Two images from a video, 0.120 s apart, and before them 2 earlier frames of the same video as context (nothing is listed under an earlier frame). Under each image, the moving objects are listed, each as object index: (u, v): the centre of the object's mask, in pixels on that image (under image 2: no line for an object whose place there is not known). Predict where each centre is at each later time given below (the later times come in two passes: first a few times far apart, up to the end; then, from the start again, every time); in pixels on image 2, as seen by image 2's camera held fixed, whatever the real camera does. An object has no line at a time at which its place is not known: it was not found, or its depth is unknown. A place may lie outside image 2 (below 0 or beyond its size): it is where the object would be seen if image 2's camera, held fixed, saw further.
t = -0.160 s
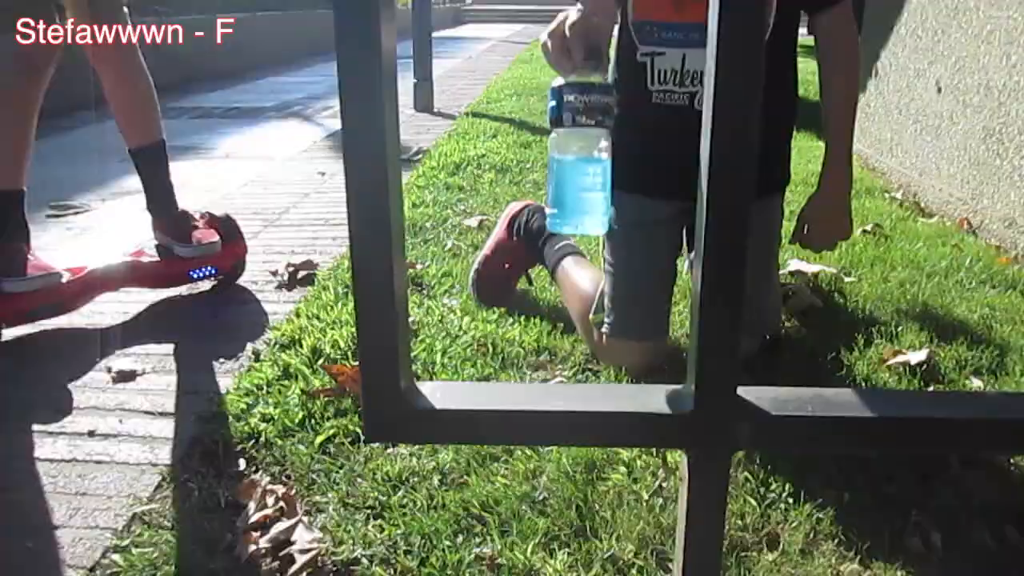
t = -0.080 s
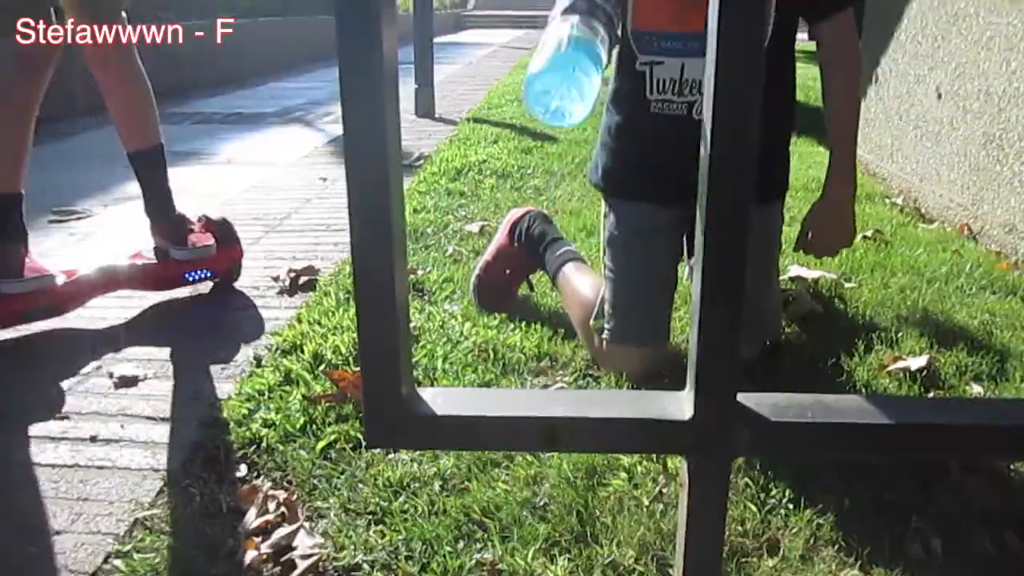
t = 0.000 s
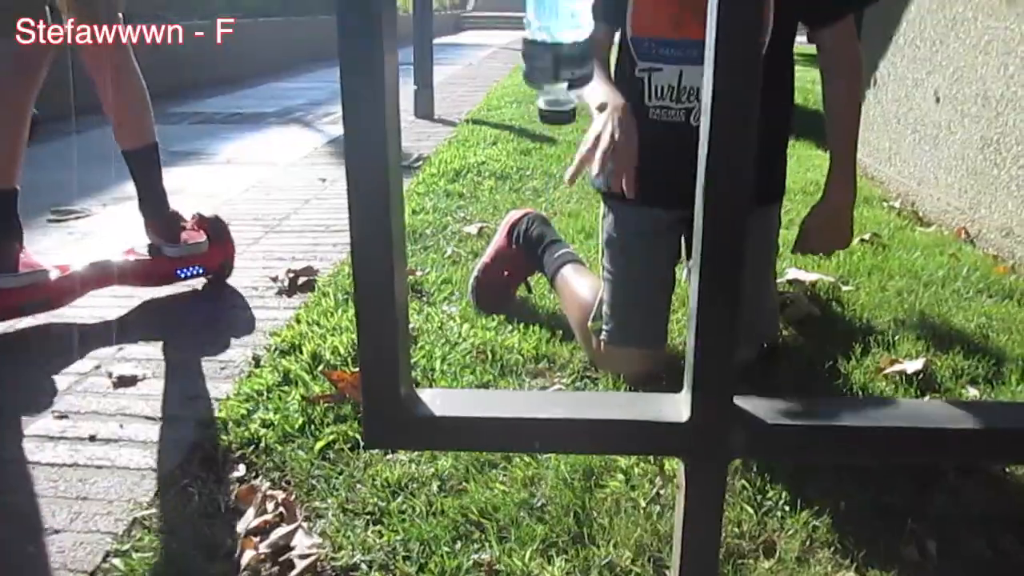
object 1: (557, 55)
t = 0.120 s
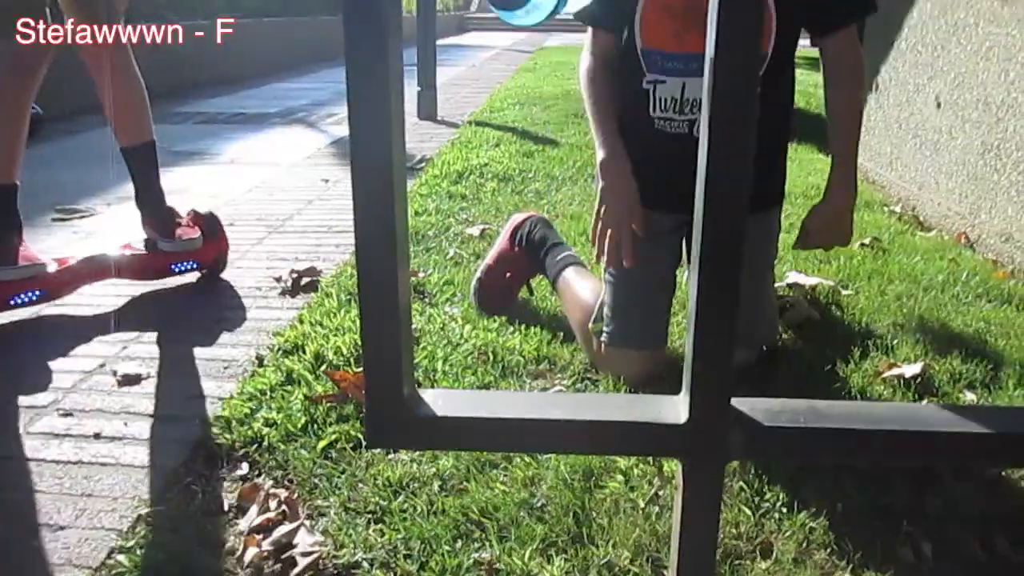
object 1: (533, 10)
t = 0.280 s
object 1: (515, 197)
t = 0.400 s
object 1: (505, 294)
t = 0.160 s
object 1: (546, 26)
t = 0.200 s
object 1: (532, 63)
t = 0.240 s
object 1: (521, 116)
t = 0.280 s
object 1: (515, 197)
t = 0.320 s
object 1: (509, 295)
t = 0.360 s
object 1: (509, 294)
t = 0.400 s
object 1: (505, 294)
